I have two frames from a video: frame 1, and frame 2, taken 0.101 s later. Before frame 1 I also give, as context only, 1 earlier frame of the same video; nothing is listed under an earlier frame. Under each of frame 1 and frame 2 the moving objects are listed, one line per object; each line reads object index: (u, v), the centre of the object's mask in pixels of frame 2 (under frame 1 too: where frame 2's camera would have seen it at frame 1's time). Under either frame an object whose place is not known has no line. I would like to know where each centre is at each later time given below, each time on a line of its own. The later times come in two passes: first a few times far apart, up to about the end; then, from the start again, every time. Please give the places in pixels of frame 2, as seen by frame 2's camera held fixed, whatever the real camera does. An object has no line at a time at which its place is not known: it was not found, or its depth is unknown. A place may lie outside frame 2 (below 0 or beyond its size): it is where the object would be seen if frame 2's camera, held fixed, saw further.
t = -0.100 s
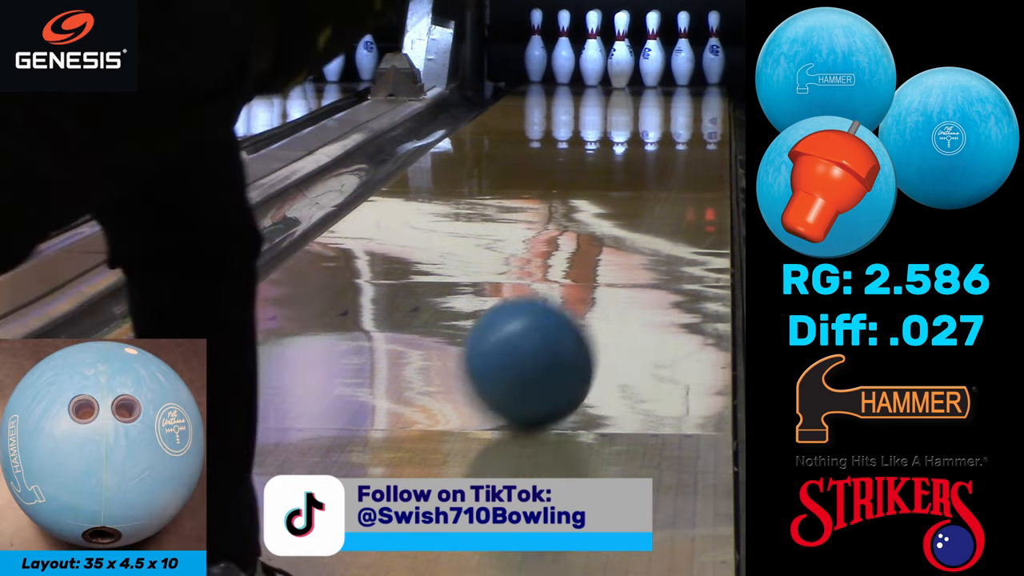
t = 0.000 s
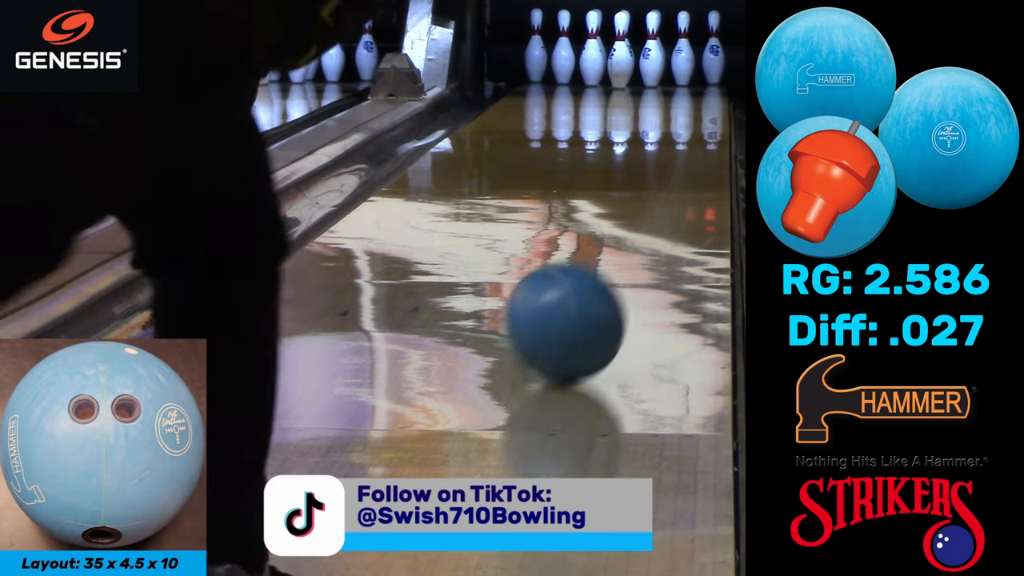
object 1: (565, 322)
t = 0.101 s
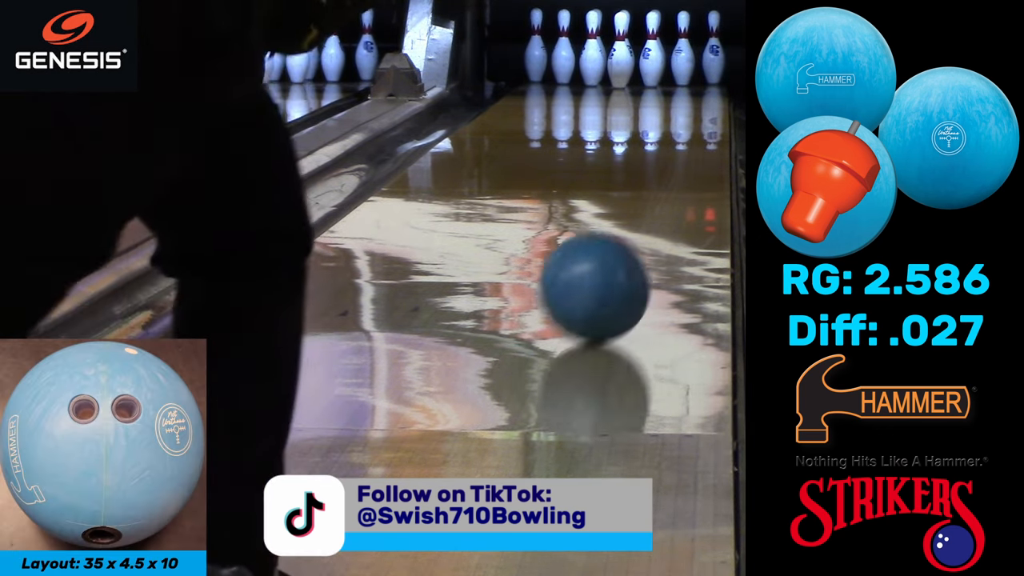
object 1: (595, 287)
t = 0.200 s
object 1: (619, 259)
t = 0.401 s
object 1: (656, 214)
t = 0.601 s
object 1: (680, 178)
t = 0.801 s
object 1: (694, 153)
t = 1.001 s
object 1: (700, 131)
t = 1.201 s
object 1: (703, 112)
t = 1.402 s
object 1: (699, 101)
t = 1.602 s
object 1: (688, 90)
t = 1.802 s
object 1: (666, 79)
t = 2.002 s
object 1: (639, 70)
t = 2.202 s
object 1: (627, 64)
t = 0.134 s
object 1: (603, 278)
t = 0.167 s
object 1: (611, 268)
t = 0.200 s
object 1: (619, 259)
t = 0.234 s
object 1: (626, 252)
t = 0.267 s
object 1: (632, 248)
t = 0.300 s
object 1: (640, 235)
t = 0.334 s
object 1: (645, 228)
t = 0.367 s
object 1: (651, 221)
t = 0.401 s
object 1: (656, 214)
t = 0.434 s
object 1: (661, 207)
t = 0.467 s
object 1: (666, 200)
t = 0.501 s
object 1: (670, 194)
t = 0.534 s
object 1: (673, 189)
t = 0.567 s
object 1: (677, 183)
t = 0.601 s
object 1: (680, 178)
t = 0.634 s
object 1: (683, 174)
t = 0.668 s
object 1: (686, 170)
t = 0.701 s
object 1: (688, 165)
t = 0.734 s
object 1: (690, 162)
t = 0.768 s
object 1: (692, 156)
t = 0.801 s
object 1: (694, 153)
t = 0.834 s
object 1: (695, 149)
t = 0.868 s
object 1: (697, 146)
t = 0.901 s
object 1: (698, 142)
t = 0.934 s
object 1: (699, 138)
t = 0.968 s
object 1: (700, 135)
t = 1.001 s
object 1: (700, 131)
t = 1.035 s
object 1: (701, 128)
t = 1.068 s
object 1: (702, 124)
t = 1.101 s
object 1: (703, 121)
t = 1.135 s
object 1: (703, 117)
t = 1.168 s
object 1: (703, 115)
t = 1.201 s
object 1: (703, 112)
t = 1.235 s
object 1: (702, 110)
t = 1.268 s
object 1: (702, 108)
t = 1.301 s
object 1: (702, 106)
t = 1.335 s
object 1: (701, 104)
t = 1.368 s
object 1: (700, 102)
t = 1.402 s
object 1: (699, 101)
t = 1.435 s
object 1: (698, 99)
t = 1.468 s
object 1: (696, 97)
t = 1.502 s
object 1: (695, 96)
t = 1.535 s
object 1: (692, 93)
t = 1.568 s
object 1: (690, 91)
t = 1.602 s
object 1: (688, 90)
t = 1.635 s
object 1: (685, 88)
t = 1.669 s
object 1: (681, 86)
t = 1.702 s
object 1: (678, 84)
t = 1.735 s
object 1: (675, 82)
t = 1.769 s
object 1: (671, 81)
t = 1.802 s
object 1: (666, 79)
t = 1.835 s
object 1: (662, 78)
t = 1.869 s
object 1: (657, 76)
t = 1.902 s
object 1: (653, 75)
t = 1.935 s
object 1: (648, 73)
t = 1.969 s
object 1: (644, 71)
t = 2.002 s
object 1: (639, 70)
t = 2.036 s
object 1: (635, 68)
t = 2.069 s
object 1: (635, 67)
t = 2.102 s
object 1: (635, 66)
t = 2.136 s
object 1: (632, 65)
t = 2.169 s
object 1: (628, 65)
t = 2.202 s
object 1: (627, 64)
